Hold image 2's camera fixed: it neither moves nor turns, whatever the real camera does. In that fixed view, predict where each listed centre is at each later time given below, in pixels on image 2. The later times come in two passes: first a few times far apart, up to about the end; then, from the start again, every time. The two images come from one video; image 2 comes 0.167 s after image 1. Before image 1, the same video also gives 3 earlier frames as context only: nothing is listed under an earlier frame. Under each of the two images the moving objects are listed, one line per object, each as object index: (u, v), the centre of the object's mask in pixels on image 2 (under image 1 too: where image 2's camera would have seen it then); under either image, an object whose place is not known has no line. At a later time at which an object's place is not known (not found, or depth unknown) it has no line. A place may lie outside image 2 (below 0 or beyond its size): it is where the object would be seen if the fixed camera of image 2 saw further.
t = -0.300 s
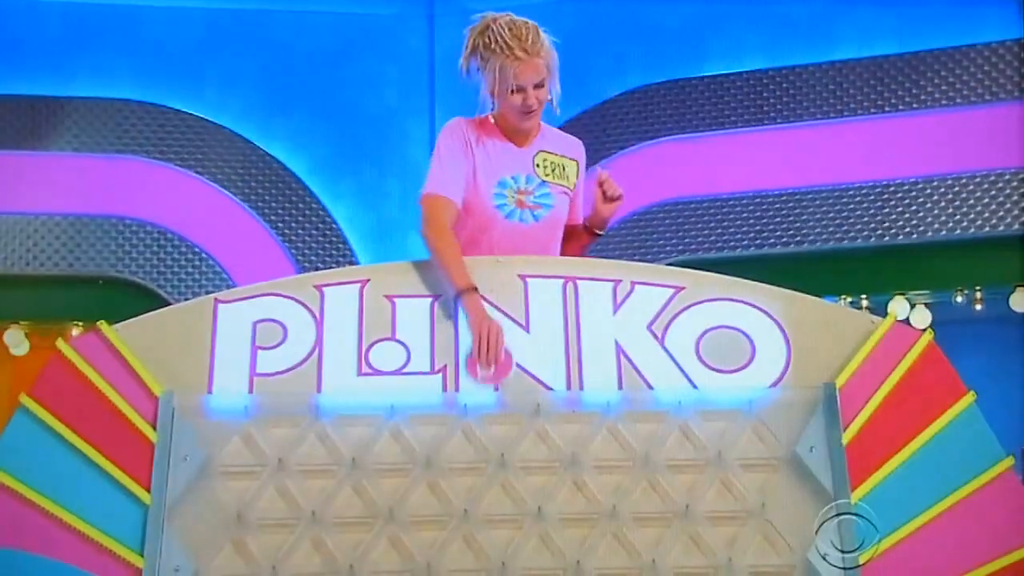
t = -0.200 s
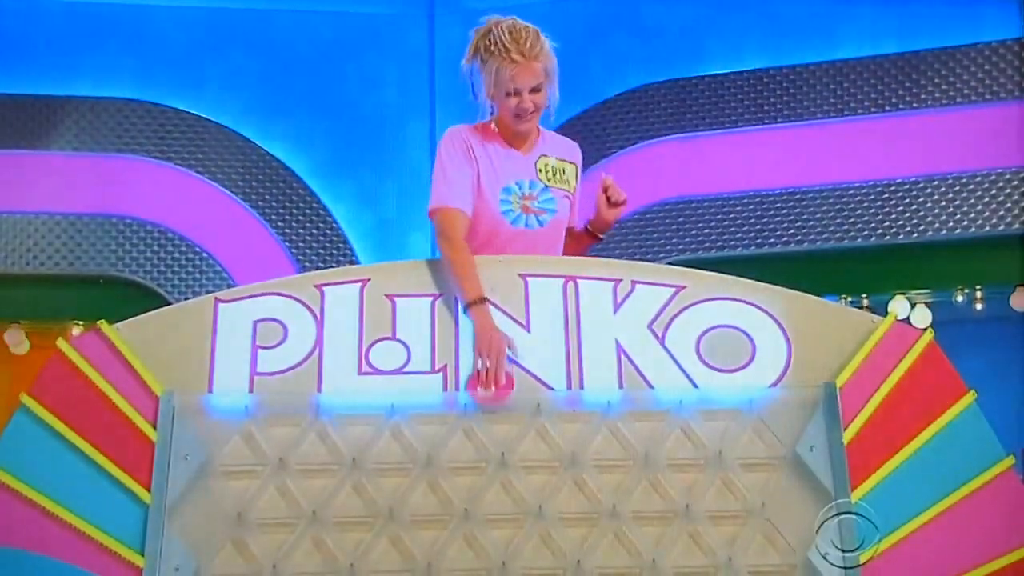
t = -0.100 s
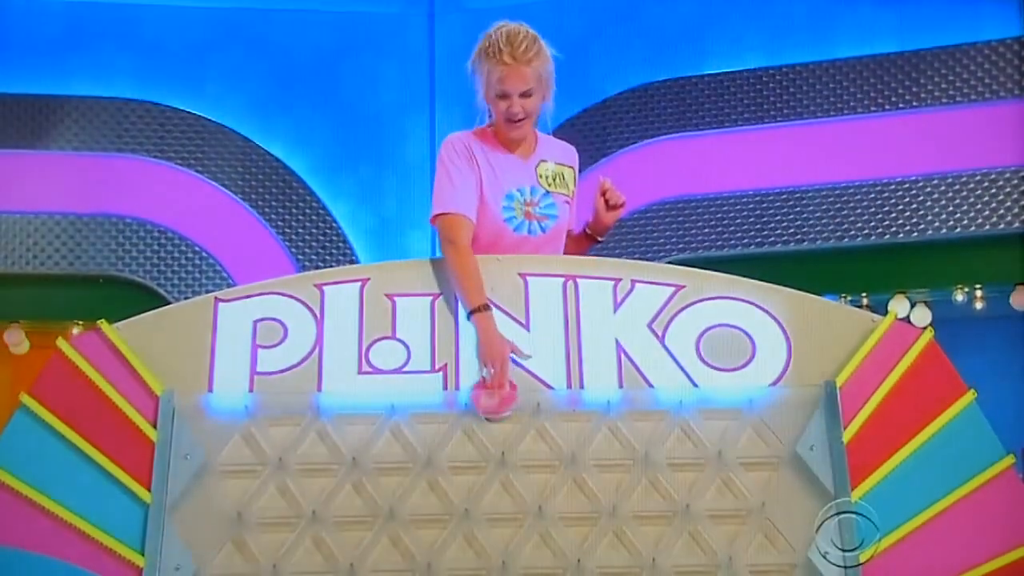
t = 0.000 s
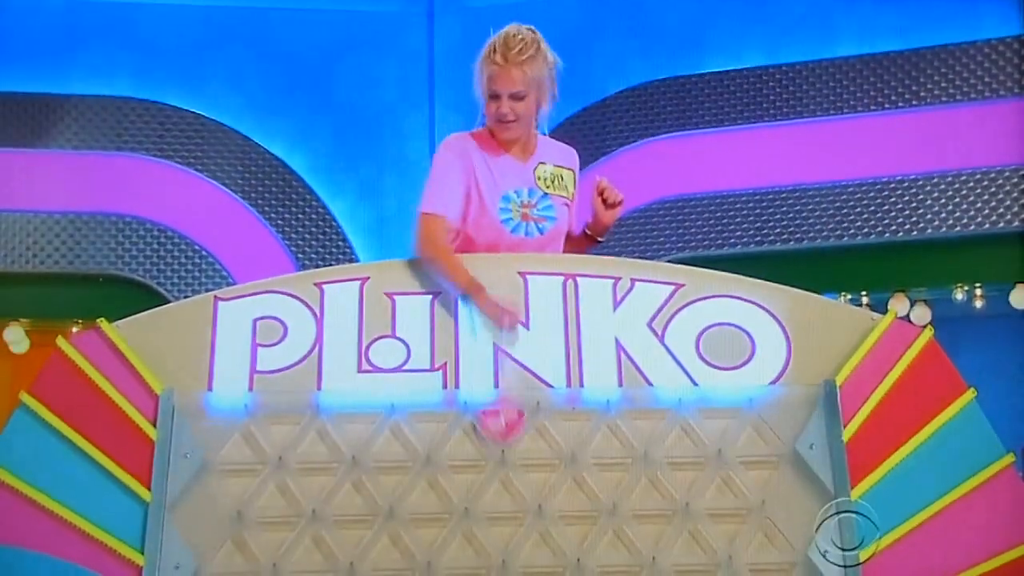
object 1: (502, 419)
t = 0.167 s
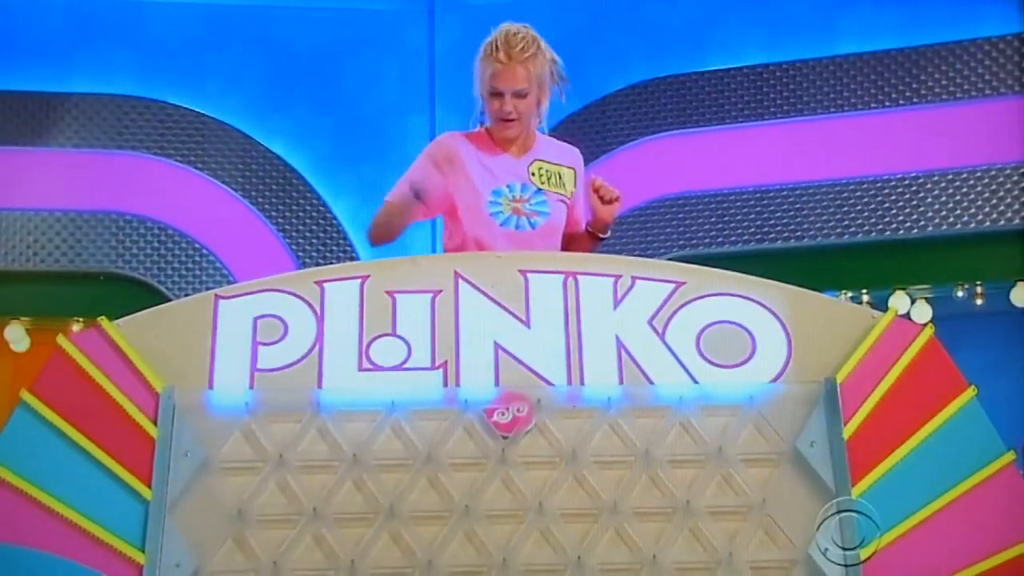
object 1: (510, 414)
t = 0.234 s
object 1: (504, 423)
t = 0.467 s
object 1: (493, 431)
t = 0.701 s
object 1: (462, 479)
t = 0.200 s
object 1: (509, 417)
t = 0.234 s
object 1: (504, 423)
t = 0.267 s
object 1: (500, 430)
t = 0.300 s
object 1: (499, 428)
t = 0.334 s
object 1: (498, 425)
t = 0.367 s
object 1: (497, 424)
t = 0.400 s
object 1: (496, 426)
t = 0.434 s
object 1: (495, 430)
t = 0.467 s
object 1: (493, 431)
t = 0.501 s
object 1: (488, 430)
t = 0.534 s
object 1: (484, 432)
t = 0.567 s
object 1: (481, 436)
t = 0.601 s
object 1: (478, 443)
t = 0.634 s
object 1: (474, 453)
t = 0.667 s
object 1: (468, 464)
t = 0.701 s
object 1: (462, 479)
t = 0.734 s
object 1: (455, 483)
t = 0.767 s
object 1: (445, 483)
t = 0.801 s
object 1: (436, 484)
